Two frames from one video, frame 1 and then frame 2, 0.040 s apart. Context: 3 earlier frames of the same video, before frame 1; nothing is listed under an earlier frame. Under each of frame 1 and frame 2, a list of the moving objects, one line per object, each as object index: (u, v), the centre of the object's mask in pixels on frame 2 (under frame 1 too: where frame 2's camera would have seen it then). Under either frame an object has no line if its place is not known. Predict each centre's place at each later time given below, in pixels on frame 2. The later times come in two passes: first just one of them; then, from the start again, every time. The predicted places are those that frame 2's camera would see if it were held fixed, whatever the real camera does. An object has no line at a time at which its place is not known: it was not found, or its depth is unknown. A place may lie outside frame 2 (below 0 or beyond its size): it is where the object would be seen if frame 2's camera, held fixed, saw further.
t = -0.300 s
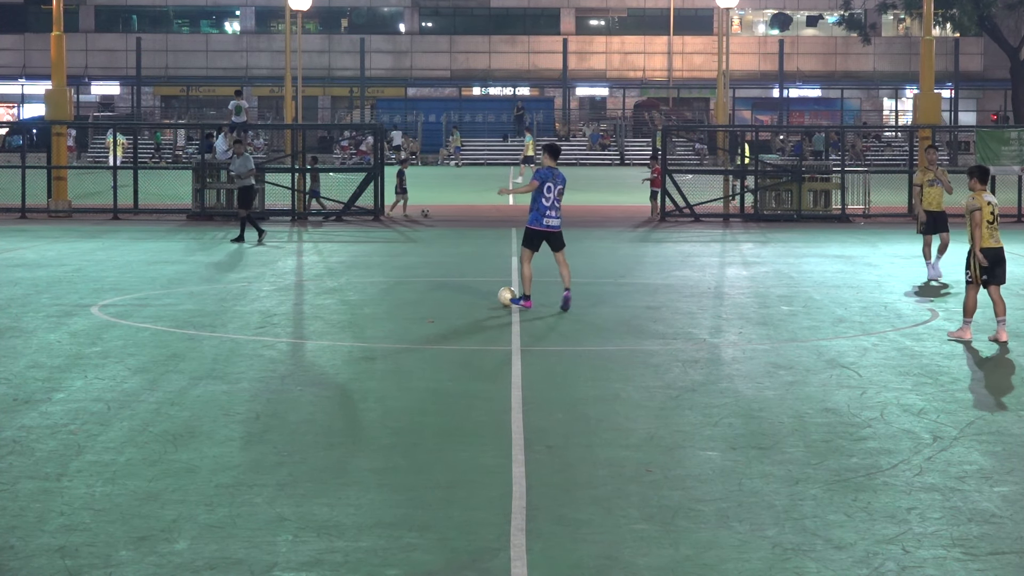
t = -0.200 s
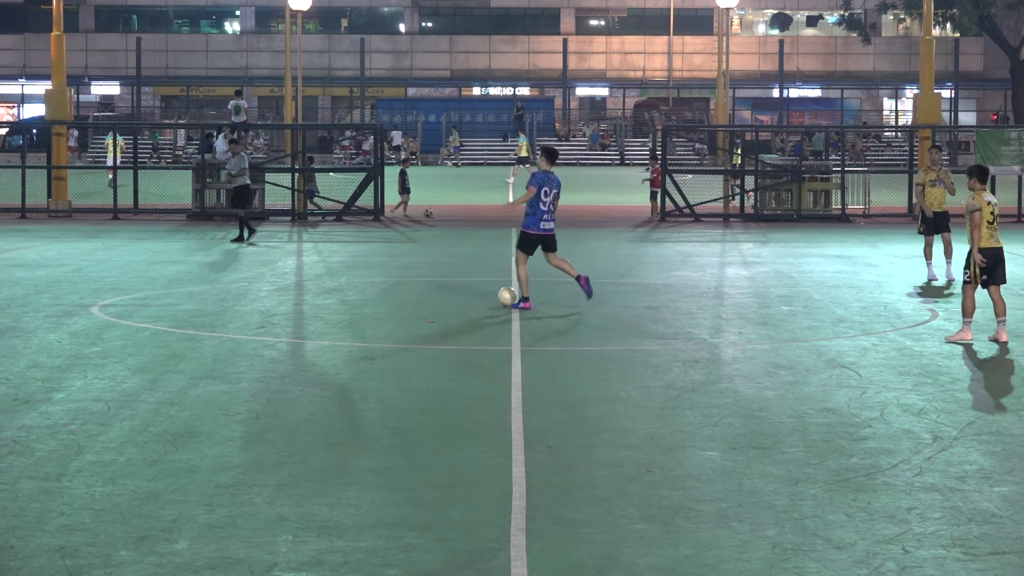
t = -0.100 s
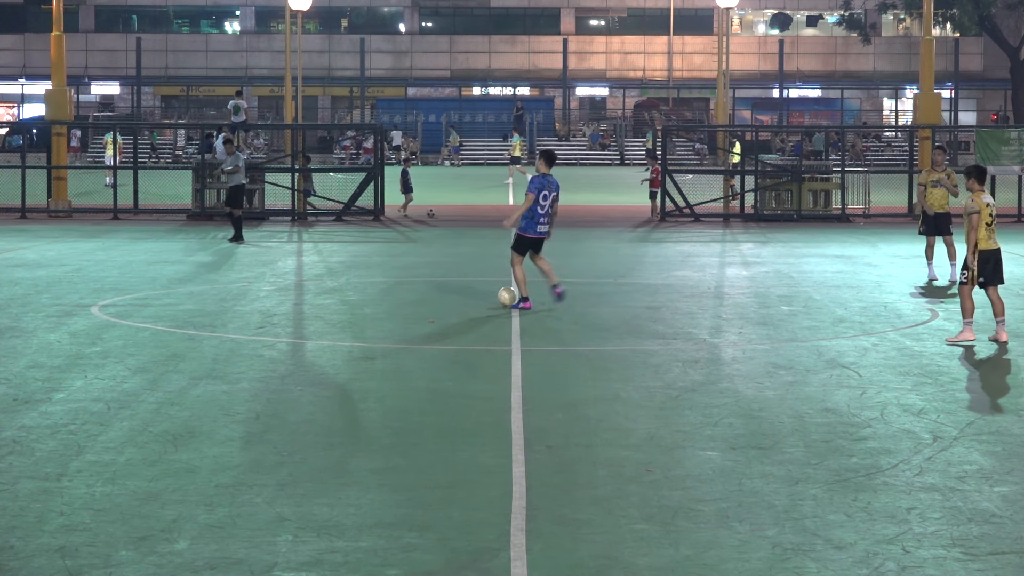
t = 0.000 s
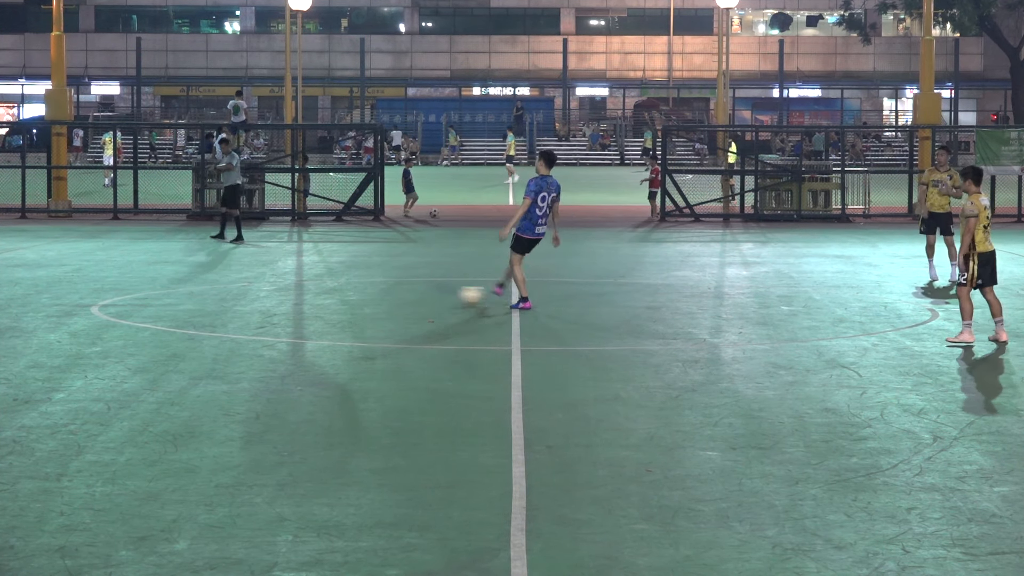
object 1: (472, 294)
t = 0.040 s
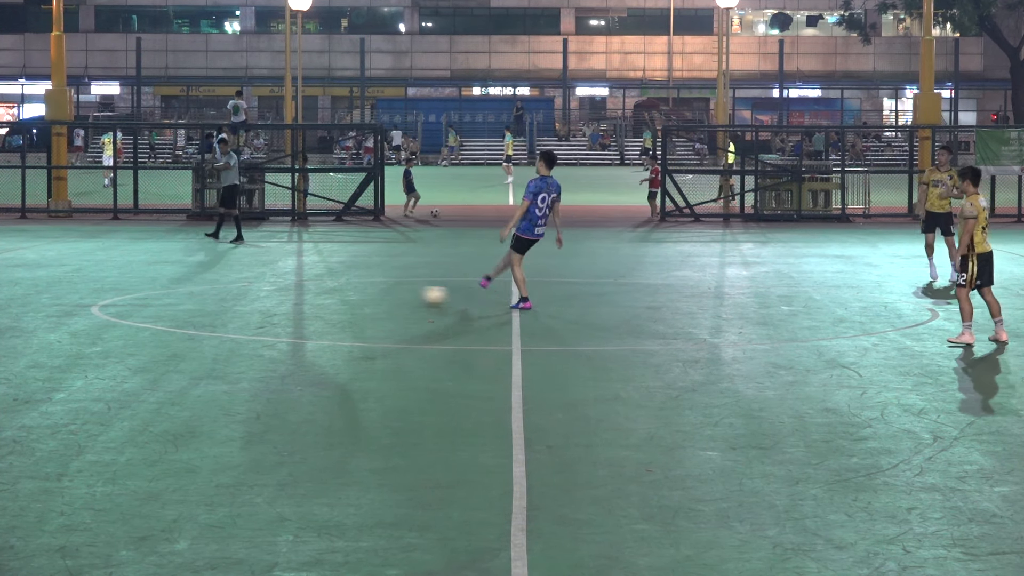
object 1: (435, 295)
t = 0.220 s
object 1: (287, 293)
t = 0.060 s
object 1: (418, 294)
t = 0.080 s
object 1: (401, 293)
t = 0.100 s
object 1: (384, 293)
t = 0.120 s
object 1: (367, 293)
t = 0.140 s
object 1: (351, 293)
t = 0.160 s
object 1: (334, 294)
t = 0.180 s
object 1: (318, 294)
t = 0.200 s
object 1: (303, 293)
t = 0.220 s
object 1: (287, 293)
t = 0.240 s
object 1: (271, 293)
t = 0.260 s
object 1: (256, 294)
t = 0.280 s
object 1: (243, 293)
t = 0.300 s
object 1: (229, 293)
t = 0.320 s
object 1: (216, 293)
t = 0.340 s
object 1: (203, 293)
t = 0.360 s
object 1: (189, 294)
